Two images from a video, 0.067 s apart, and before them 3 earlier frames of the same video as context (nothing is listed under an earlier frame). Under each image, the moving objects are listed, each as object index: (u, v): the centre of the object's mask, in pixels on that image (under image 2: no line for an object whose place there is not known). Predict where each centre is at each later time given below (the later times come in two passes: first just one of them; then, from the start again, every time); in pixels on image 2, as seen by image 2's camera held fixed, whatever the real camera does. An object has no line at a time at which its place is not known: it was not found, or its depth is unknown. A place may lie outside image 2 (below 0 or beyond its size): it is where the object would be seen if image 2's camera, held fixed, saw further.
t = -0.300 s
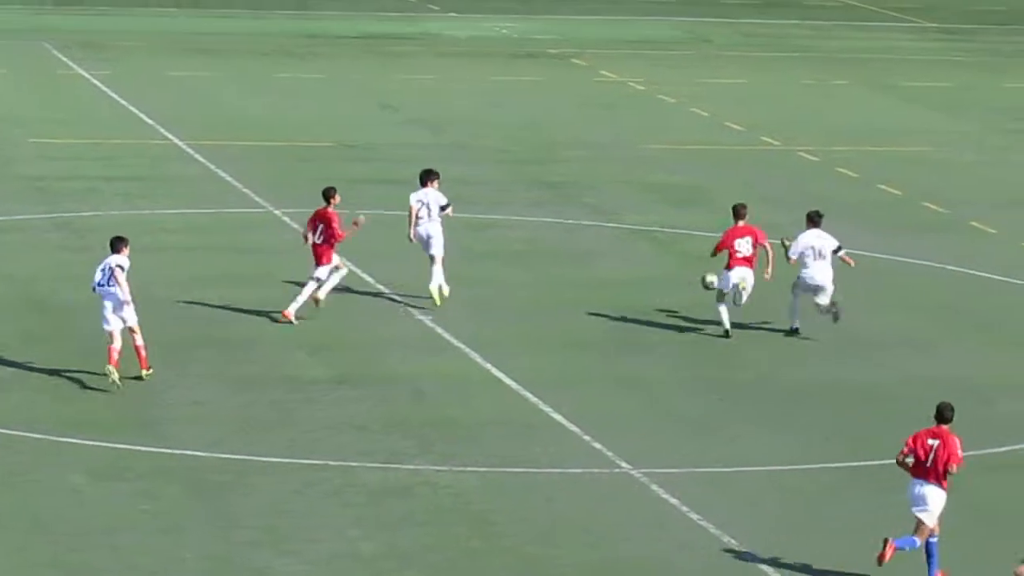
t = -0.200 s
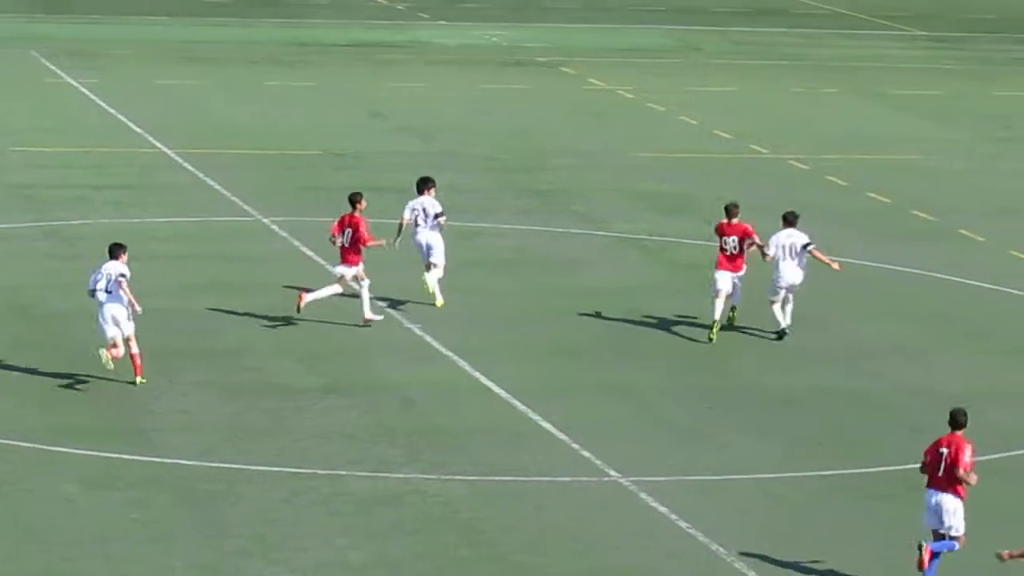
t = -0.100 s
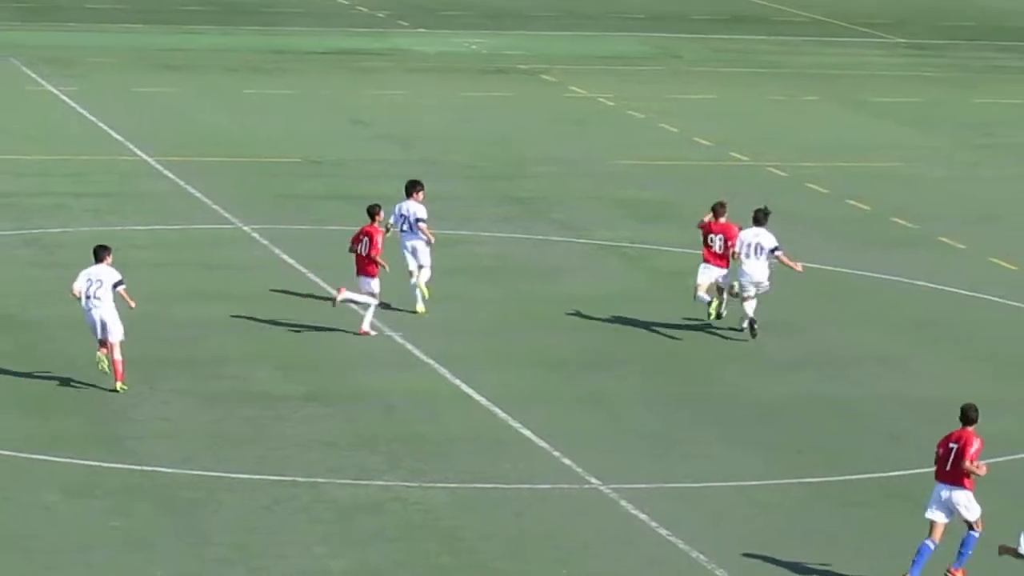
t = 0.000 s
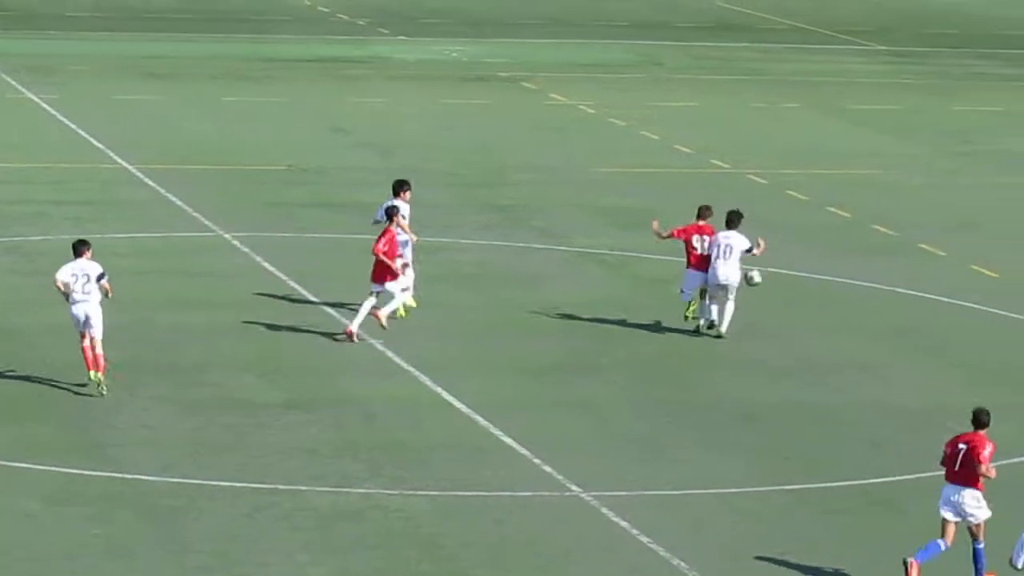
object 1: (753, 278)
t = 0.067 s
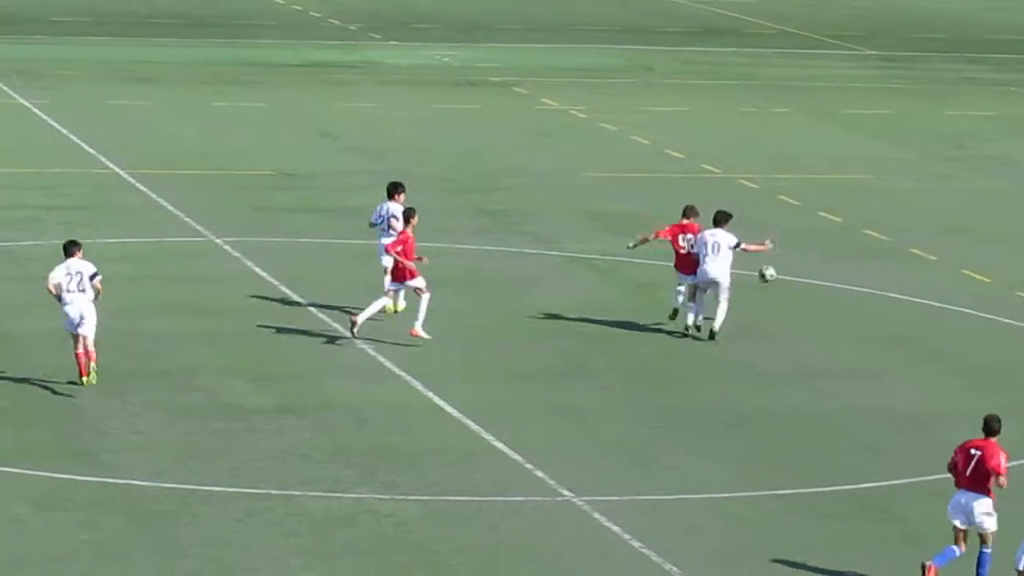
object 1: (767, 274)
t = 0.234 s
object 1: (822, 269)
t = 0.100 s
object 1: (778, 271)
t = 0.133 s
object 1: (790, 269)
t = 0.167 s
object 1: (800, 268)
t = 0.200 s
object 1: (810, 267)
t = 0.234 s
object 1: (822, 269)
